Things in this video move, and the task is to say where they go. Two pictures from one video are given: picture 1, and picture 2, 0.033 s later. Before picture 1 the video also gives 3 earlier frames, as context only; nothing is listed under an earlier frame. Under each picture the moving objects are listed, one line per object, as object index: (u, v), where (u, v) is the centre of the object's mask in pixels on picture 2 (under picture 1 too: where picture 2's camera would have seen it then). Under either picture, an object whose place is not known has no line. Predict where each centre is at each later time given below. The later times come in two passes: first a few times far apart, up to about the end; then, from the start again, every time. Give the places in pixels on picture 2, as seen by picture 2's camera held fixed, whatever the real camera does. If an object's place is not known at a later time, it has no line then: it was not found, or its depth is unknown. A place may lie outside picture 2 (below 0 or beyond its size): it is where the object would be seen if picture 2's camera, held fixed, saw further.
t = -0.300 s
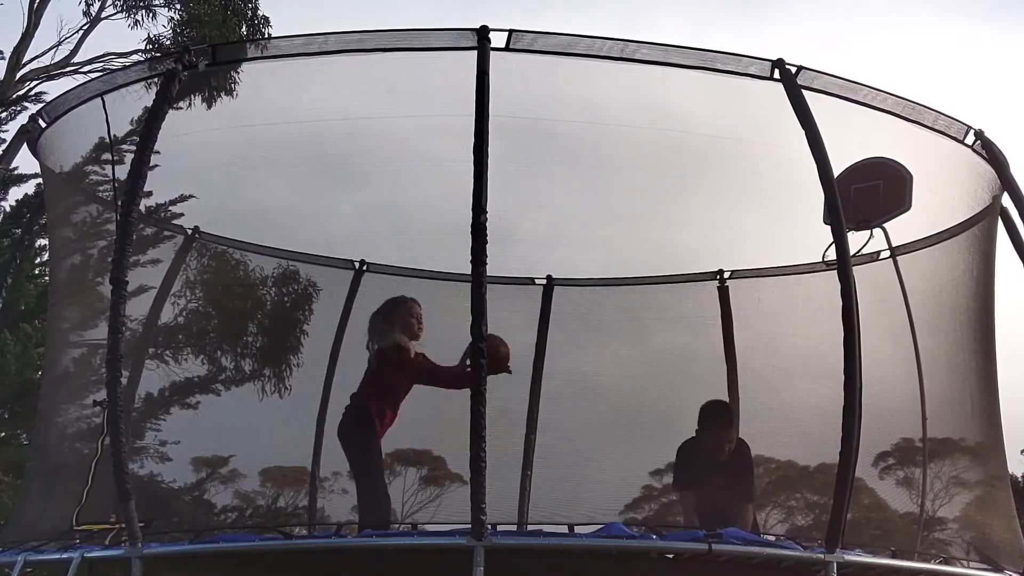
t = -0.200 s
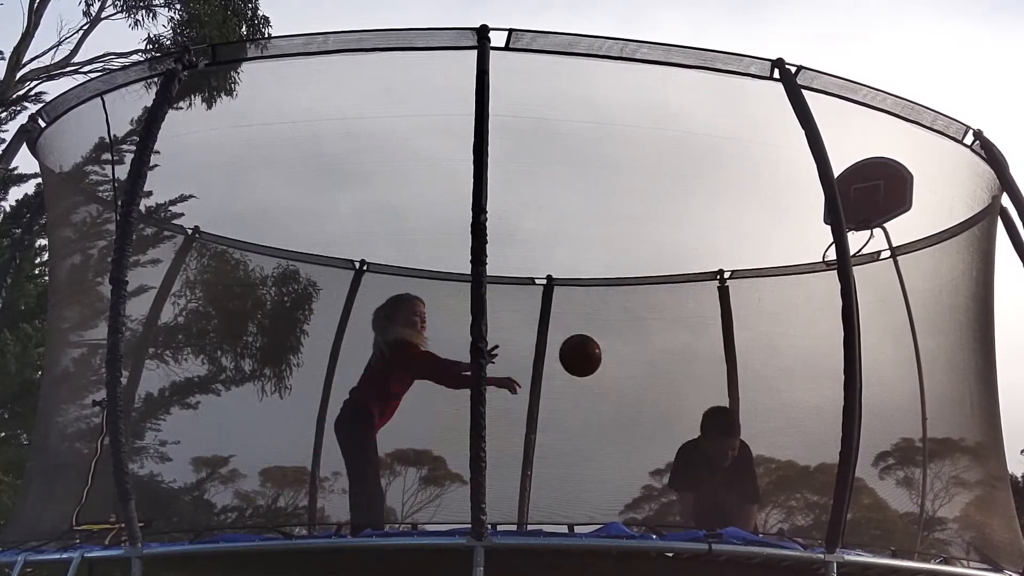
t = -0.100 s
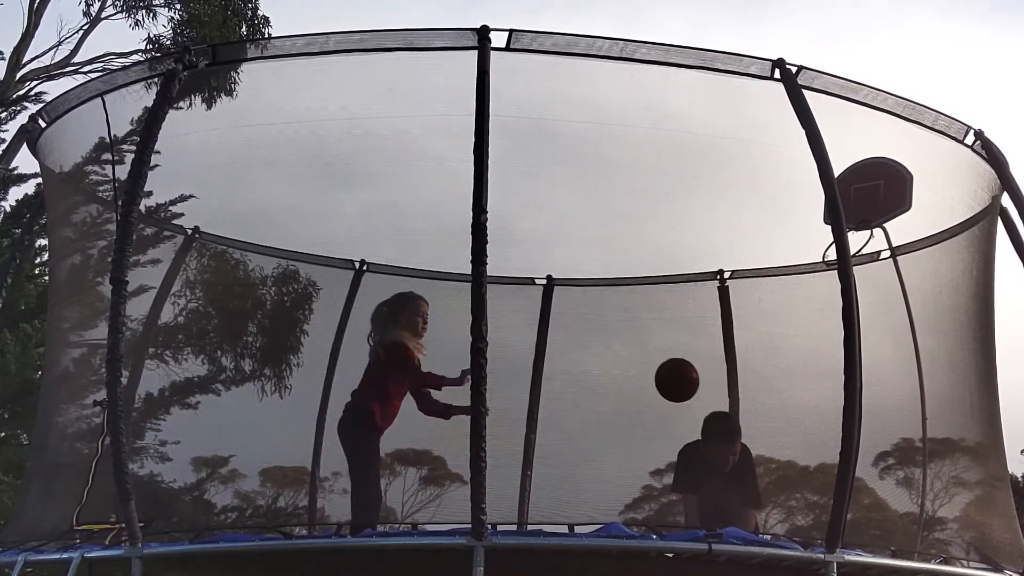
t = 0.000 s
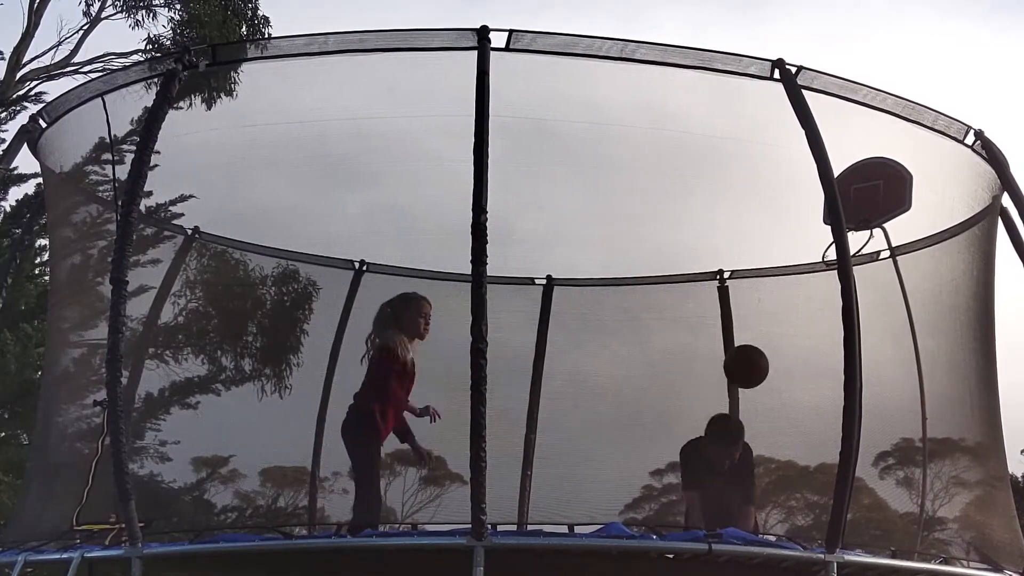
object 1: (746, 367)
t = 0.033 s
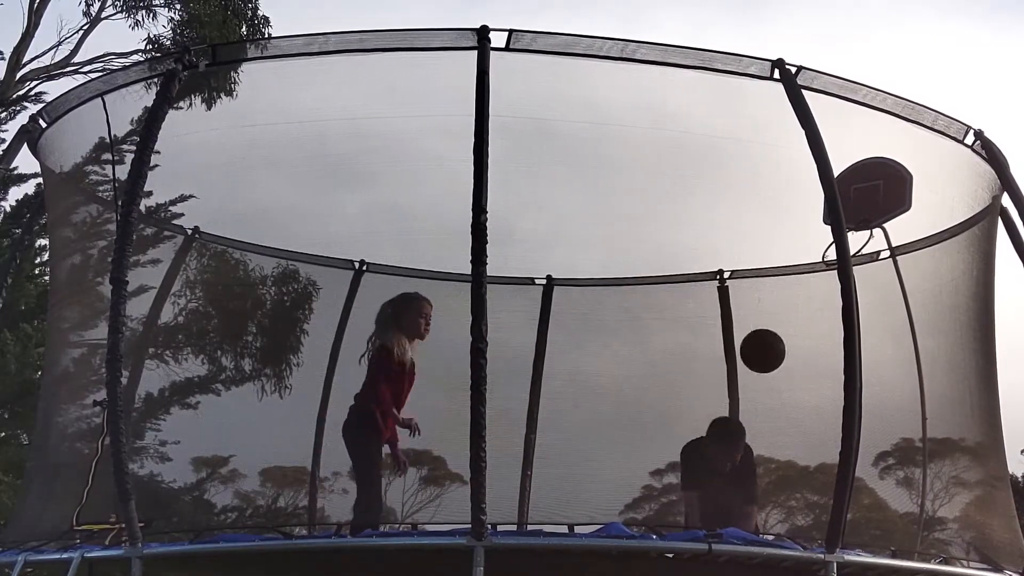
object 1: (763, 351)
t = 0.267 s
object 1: (877, 318)
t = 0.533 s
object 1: (933, 423)
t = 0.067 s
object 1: (779, 338)
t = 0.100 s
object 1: (796, 329)
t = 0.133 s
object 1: (811, 323)
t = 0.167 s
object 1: (825, 319)
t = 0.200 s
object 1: (838, 317)
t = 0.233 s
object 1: (862, 315)
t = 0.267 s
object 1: (877, 318)
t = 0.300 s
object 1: (893, 324)
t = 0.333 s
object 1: (908, 333)
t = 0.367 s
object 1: (920, 345)
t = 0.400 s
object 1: (928, 357)
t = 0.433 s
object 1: (932, 371)
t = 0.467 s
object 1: (933, 386)
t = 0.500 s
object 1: (934, 403)
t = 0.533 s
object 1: (933, 423)
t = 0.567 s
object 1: (933, 446)
